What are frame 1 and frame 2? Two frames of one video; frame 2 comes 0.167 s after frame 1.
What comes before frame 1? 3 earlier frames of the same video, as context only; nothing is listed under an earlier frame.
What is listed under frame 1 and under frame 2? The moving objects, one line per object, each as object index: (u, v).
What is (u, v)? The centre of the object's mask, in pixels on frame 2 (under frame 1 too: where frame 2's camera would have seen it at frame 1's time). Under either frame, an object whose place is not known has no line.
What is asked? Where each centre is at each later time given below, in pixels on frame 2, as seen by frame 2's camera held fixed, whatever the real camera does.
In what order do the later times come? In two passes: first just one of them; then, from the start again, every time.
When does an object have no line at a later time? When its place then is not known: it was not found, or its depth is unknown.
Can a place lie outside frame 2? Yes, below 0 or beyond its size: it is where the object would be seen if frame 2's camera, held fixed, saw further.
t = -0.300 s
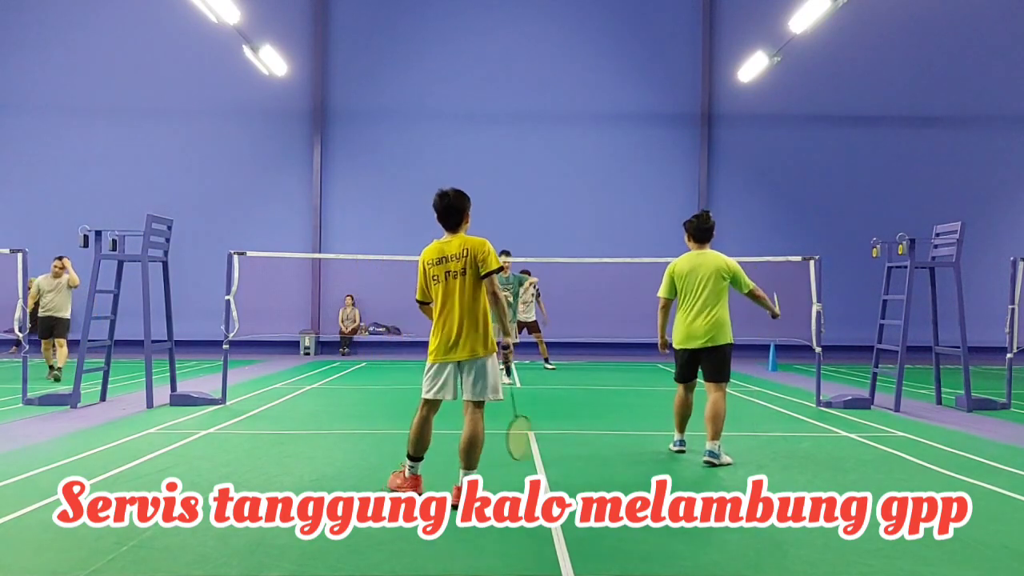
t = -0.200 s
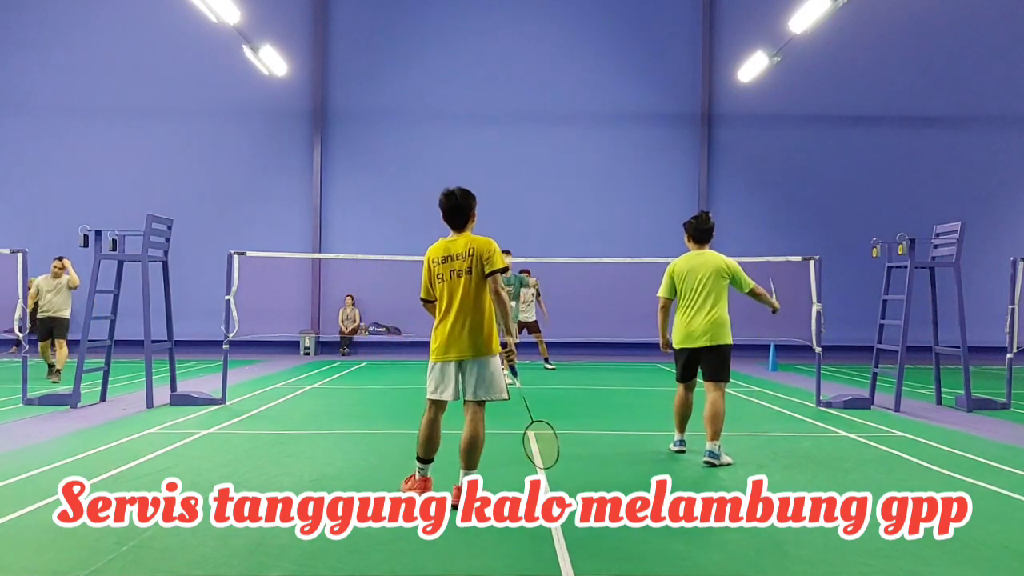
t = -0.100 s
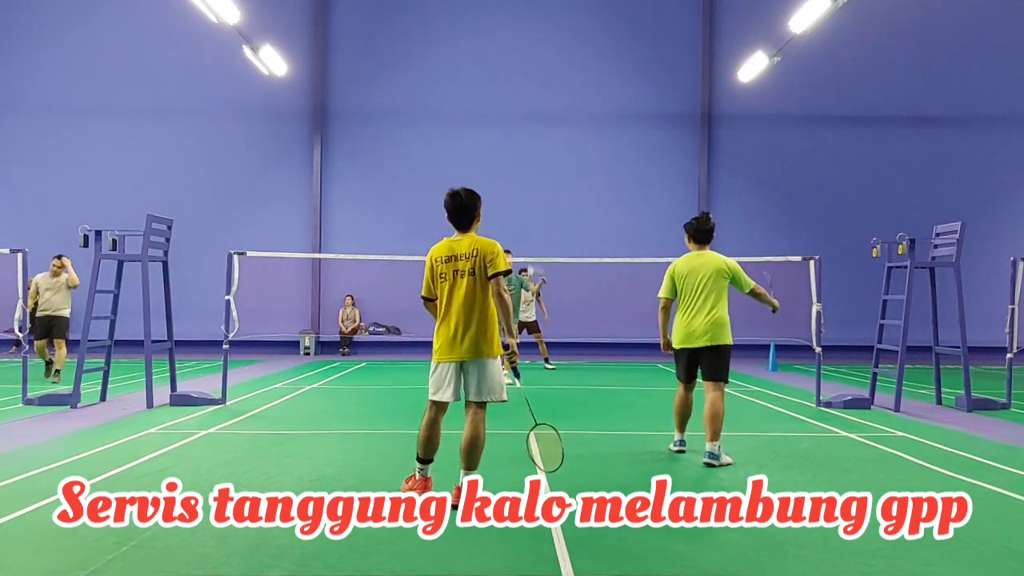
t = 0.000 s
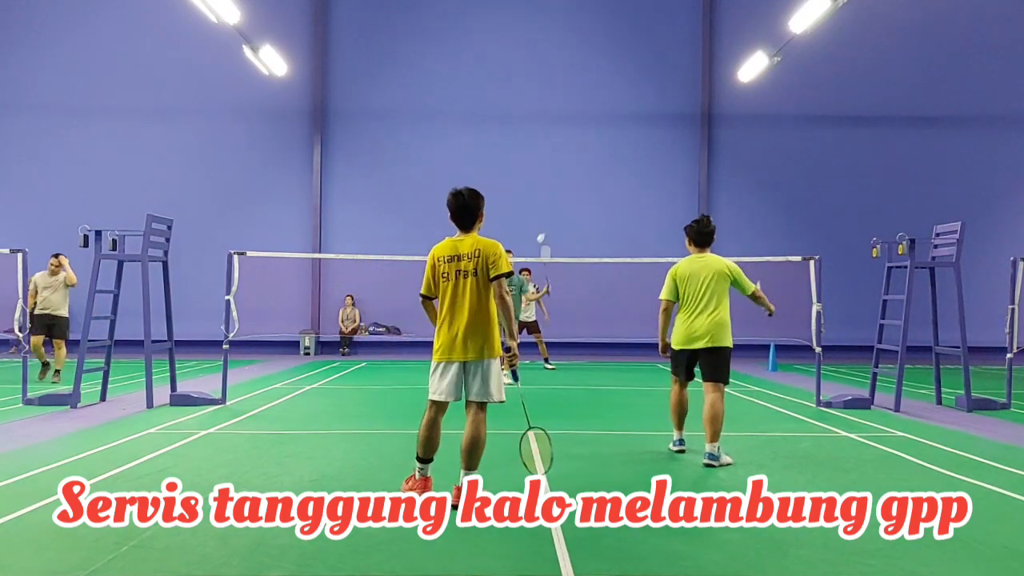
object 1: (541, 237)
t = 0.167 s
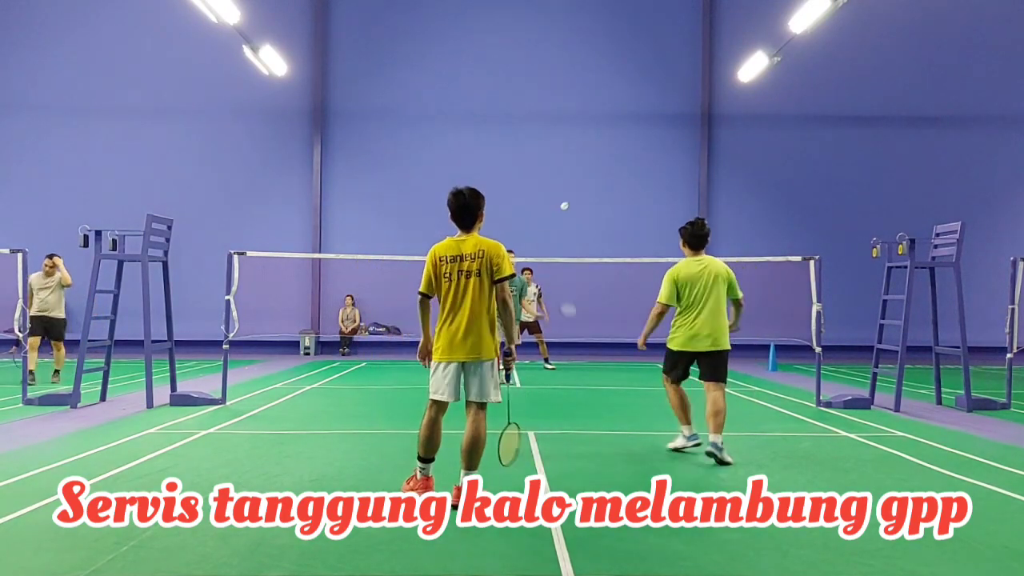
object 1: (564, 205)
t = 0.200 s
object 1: (569, 202)
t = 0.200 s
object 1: (569, 202)
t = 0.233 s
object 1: (573, 199)
